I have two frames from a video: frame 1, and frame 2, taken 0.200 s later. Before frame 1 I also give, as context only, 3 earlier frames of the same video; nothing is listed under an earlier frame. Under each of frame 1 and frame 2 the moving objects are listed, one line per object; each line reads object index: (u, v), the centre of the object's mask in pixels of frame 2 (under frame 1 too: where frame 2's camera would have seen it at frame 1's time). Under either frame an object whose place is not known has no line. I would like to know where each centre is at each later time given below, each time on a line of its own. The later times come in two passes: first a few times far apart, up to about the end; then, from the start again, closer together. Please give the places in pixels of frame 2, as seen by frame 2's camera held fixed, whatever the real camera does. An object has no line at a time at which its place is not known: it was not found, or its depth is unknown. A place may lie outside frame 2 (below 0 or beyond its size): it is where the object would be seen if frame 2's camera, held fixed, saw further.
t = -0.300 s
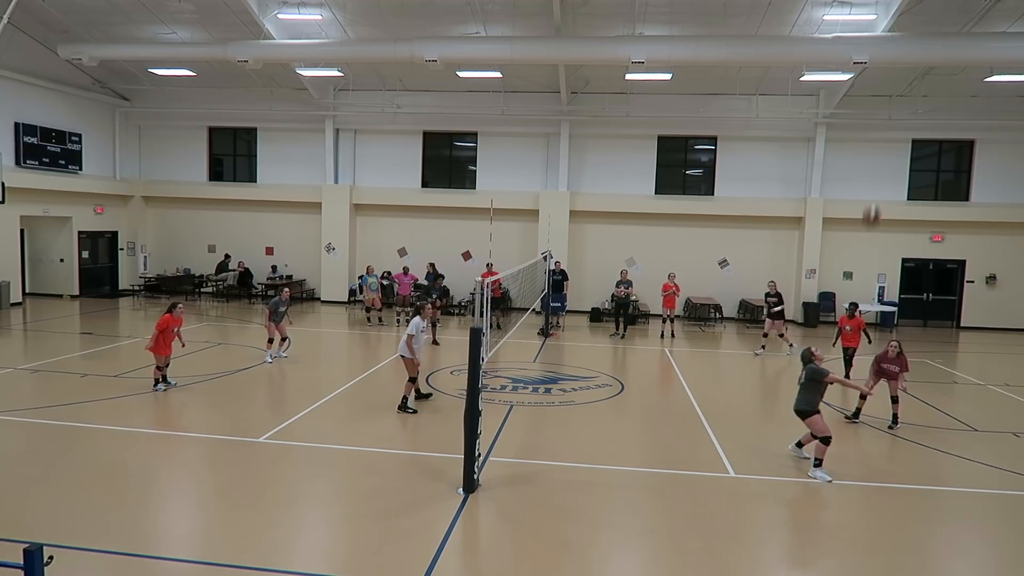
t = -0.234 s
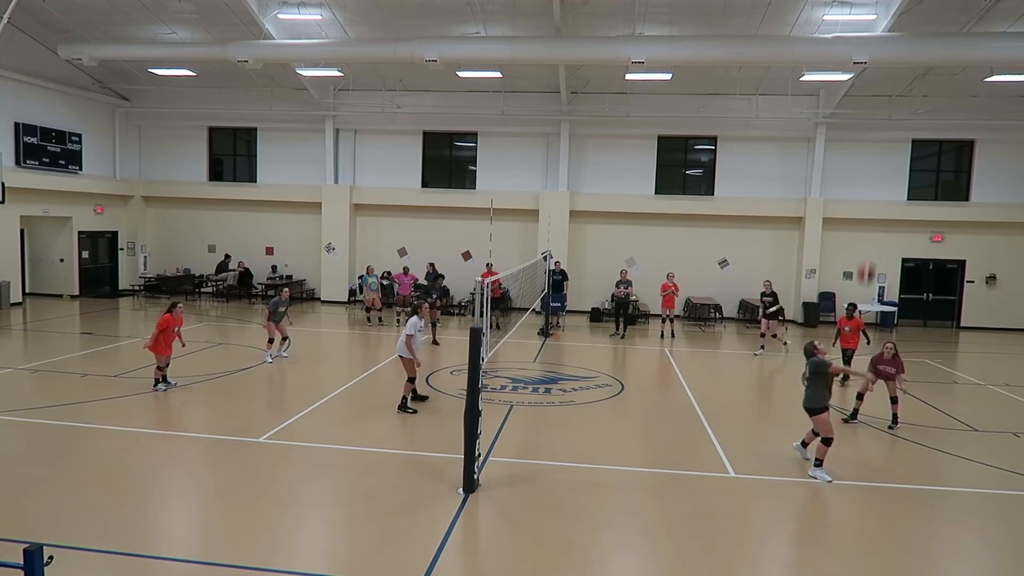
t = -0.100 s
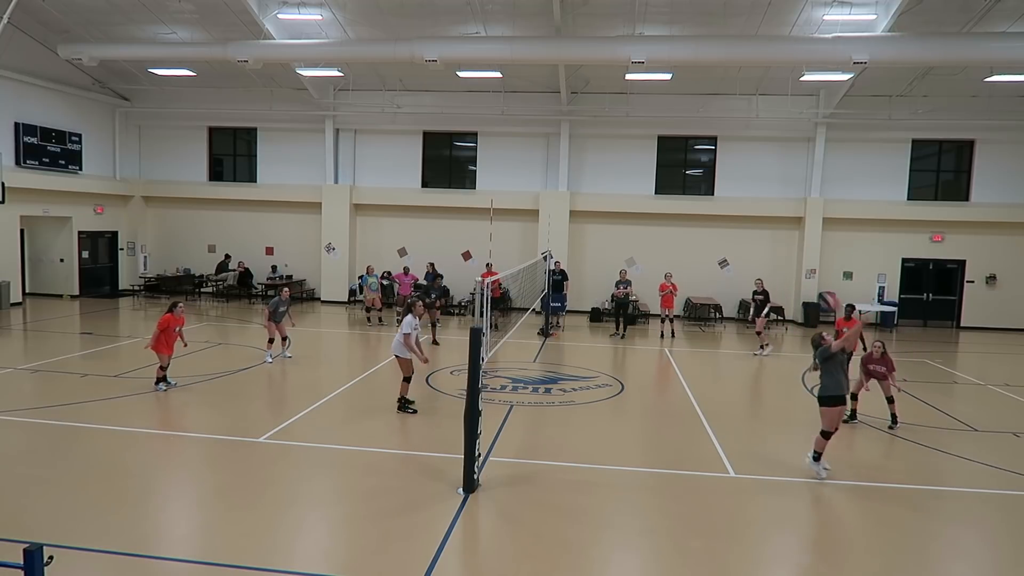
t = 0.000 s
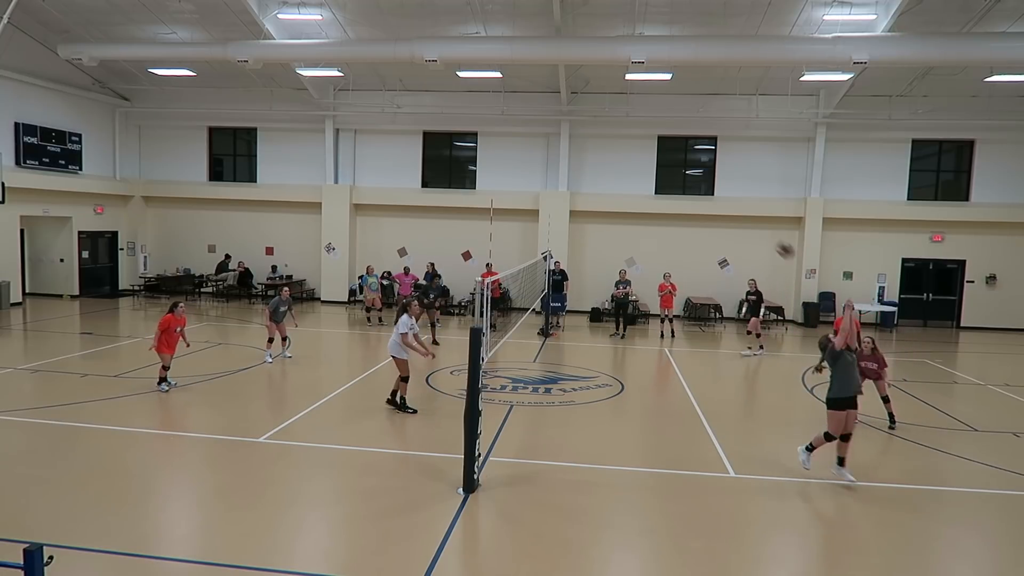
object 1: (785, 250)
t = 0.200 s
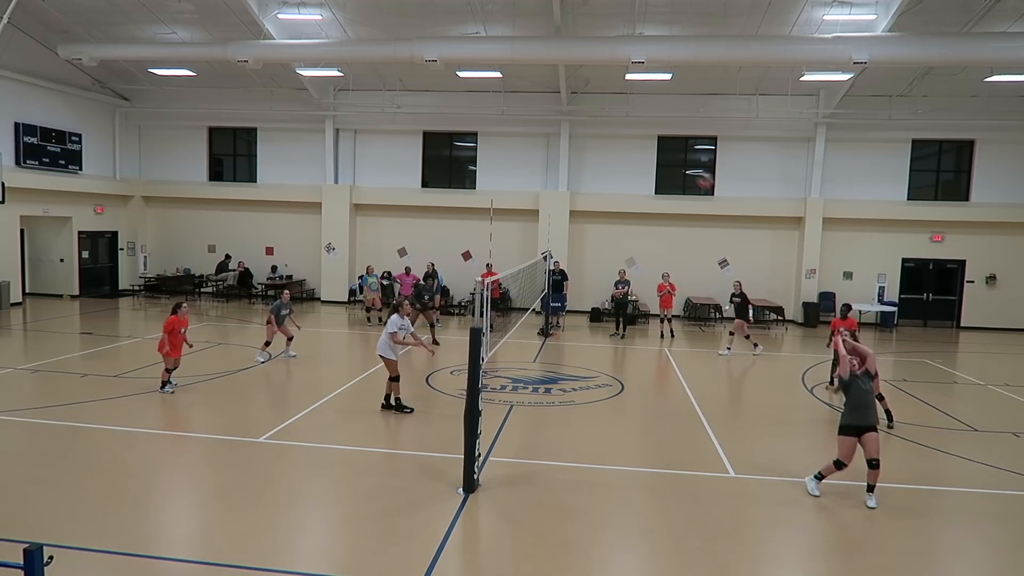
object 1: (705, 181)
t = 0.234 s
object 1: (694, 173)
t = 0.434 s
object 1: (627, 150)
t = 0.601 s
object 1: (578, 153)
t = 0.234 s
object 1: (694, 173)
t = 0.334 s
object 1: (659, 157)
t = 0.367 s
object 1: (647, 154)
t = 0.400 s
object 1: (637, 152)
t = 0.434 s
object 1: (627, 150)
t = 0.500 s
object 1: (607, 148)
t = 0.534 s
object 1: (597, 149)
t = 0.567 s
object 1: (587, 151)
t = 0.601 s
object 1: (578, 153)
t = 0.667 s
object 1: (561, 159)
